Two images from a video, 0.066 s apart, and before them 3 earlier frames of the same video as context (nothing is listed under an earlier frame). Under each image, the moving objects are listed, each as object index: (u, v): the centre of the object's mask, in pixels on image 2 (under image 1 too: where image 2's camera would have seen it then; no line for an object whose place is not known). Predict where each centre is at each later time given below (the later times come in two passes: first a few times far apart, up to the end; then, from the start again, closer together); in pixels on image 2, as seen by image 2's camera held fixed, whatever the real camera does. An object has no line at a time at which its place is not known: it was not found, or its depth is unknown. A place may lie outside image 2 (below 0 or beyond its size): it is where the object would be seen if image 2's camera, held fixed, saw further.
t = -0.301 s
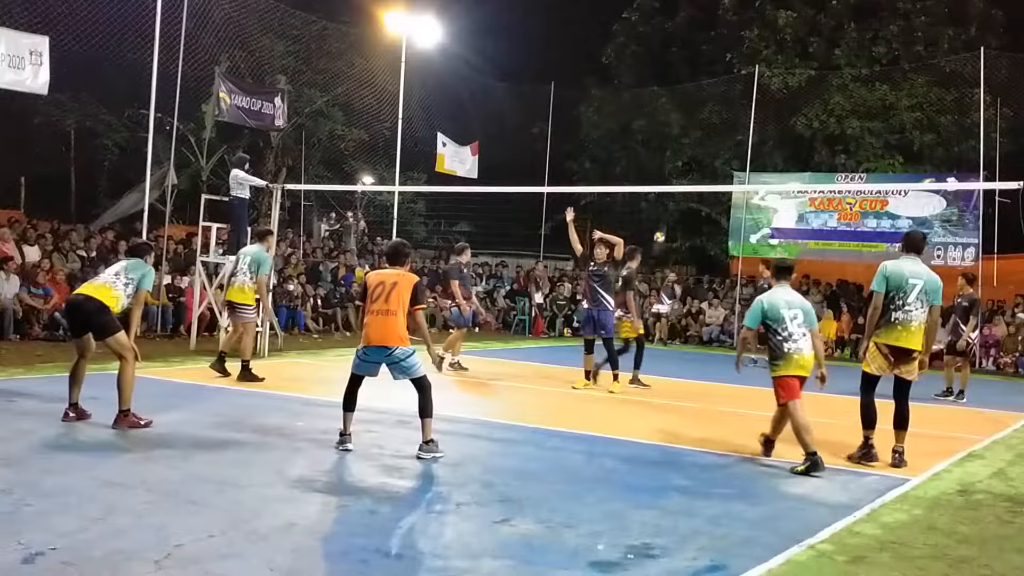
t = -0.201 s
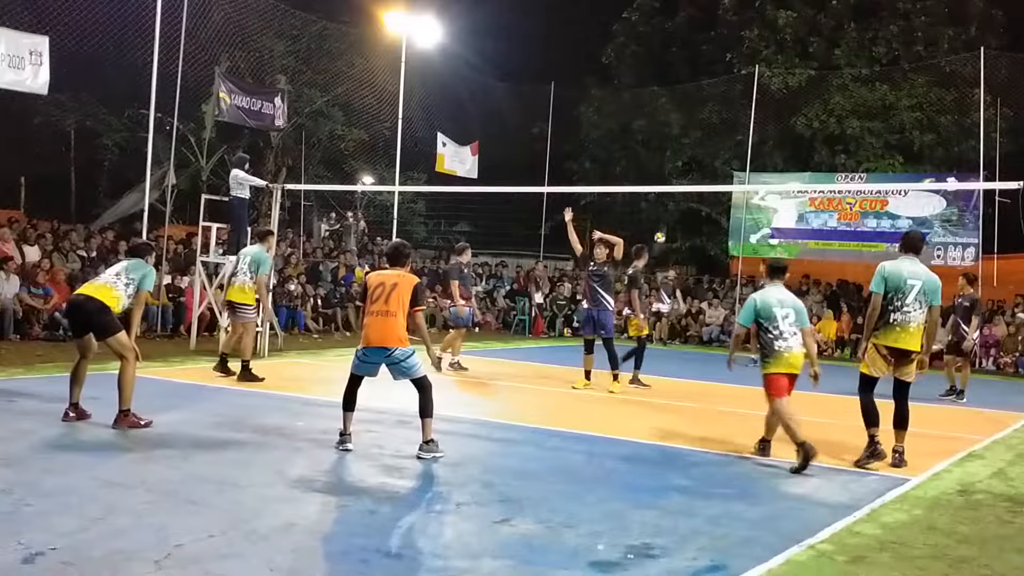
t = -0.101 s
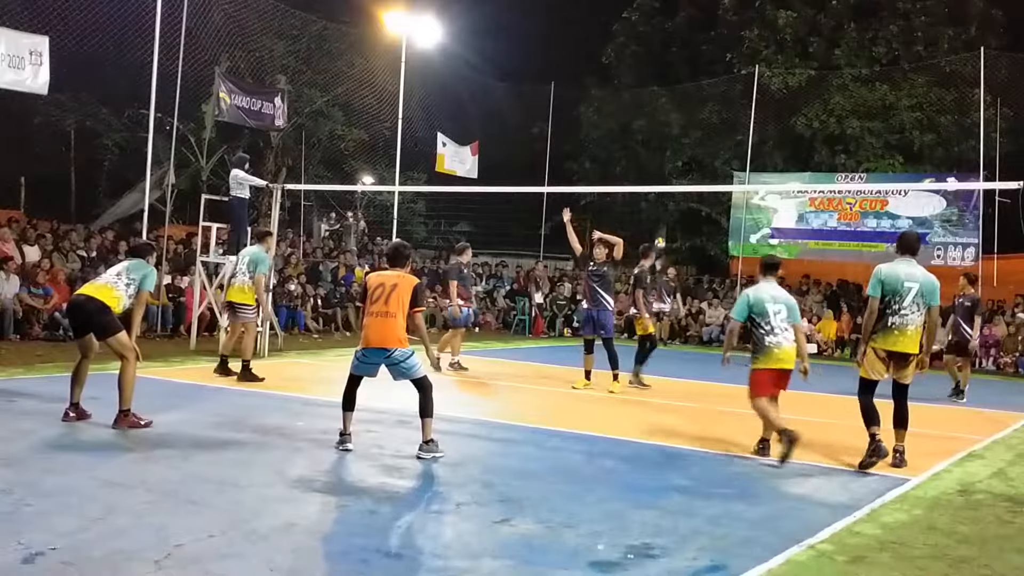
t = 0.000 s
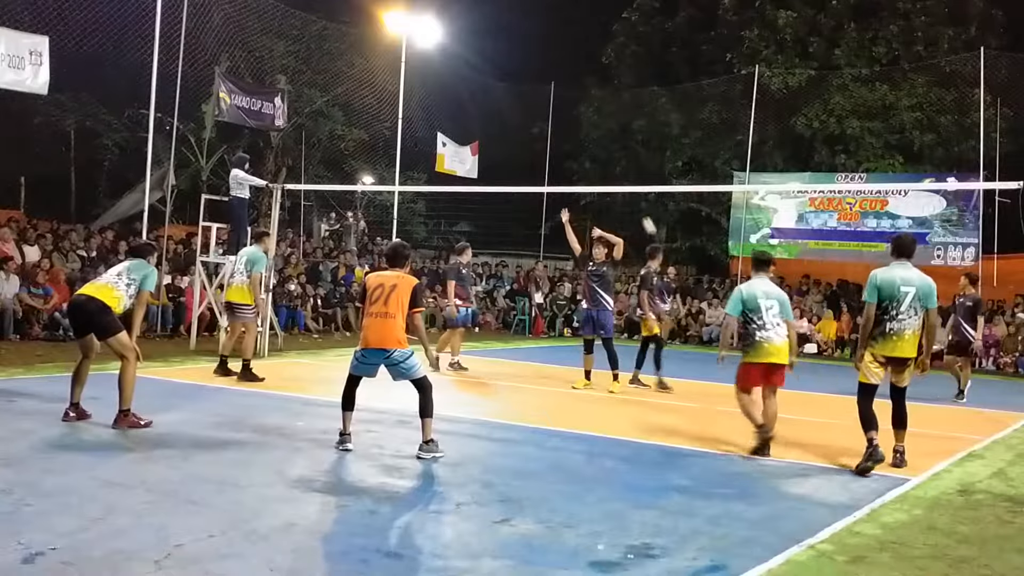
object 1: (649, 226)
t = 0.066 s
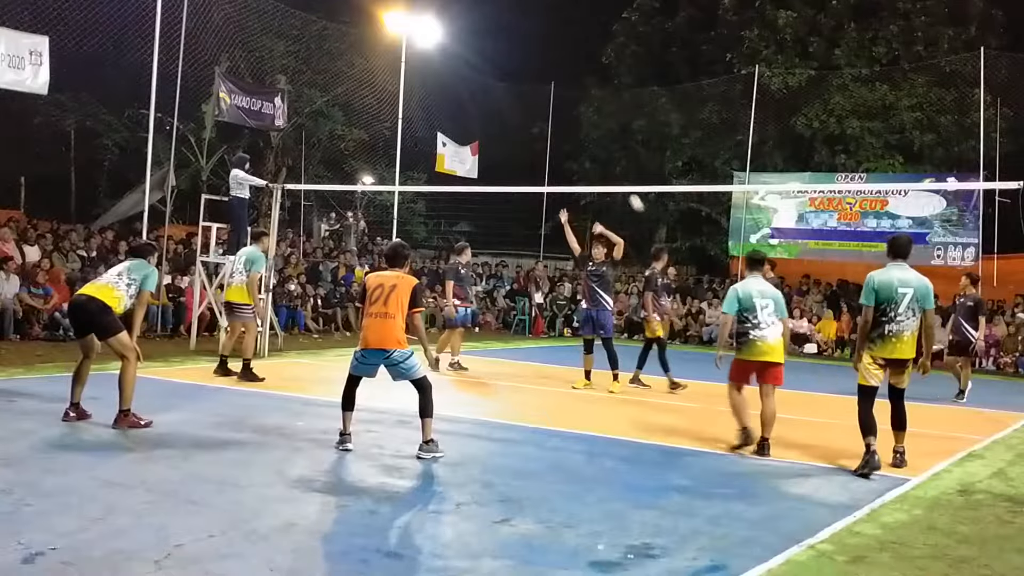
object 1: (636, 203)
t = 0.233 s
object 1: (599, 155)
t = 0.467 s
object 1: (533, 99)
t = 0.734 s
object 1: (425, 62)
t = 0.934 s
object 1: (312, 72)
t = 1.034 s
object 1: (243, 90)
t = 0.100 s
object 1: (630, 194)
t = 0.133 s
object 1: (622, 180)
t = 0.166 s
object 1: (615, 173)
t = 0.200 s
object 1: (607, 163)
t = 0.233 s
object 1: (599, 155)
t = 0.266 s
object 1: (591, 145)
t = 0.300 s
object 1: (582, 136)
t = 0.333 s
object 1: (573, 128)
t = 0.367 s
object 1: (564, 120)
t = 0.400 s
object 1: (553, 112)
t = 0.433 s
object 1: (543, 105)
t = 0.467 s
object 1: (533, 99)
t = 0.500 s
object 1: (522, 92)
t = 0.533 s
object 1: (510, 86)
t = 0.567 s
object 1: (498, 81)
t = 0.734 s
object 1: (425, 62)
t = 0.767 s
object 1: (411, 60)
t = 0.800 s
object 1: (389, 61)
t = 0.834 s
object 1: (373, 63)
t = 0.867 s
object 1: (354, 65)
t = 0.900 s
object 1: (332, 68)
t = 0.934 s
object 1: (312, 72)
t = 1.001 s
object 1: (266, 84)
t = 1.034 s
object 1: (243, 90)
